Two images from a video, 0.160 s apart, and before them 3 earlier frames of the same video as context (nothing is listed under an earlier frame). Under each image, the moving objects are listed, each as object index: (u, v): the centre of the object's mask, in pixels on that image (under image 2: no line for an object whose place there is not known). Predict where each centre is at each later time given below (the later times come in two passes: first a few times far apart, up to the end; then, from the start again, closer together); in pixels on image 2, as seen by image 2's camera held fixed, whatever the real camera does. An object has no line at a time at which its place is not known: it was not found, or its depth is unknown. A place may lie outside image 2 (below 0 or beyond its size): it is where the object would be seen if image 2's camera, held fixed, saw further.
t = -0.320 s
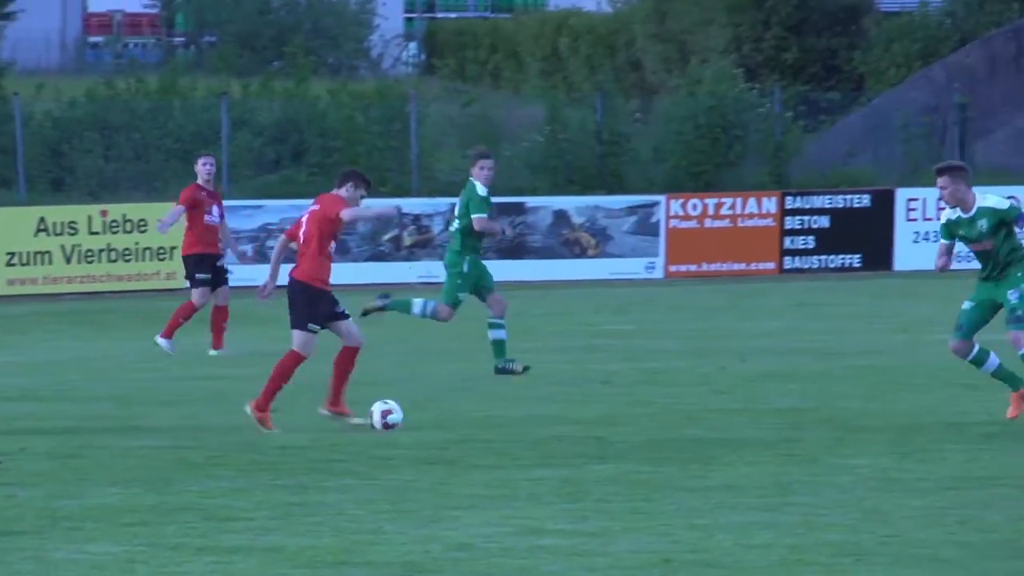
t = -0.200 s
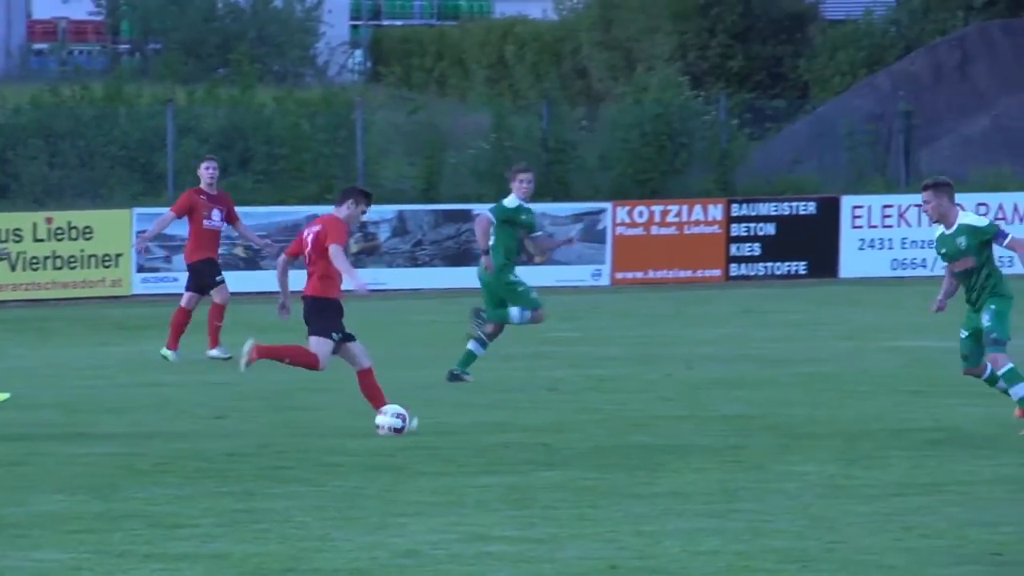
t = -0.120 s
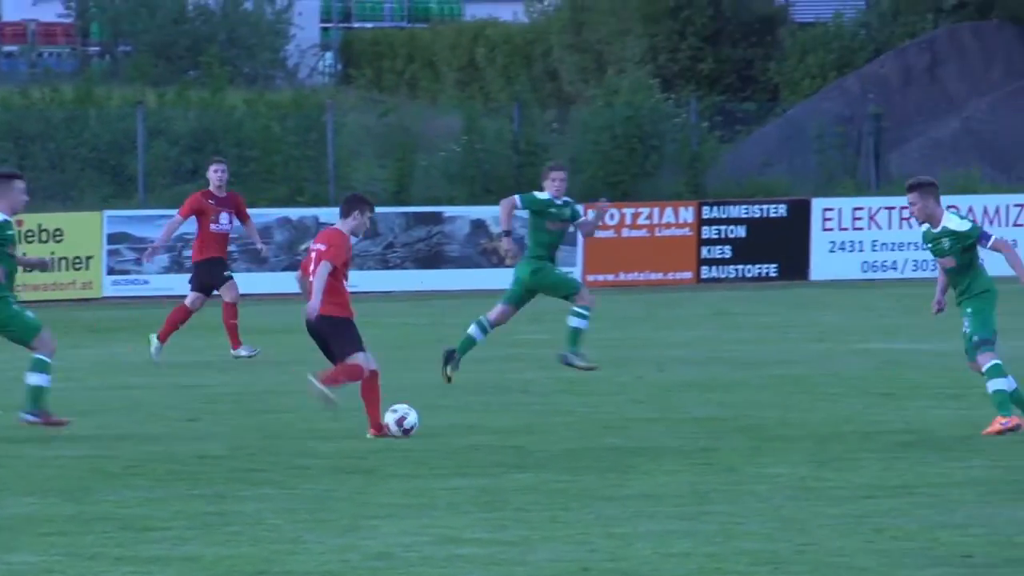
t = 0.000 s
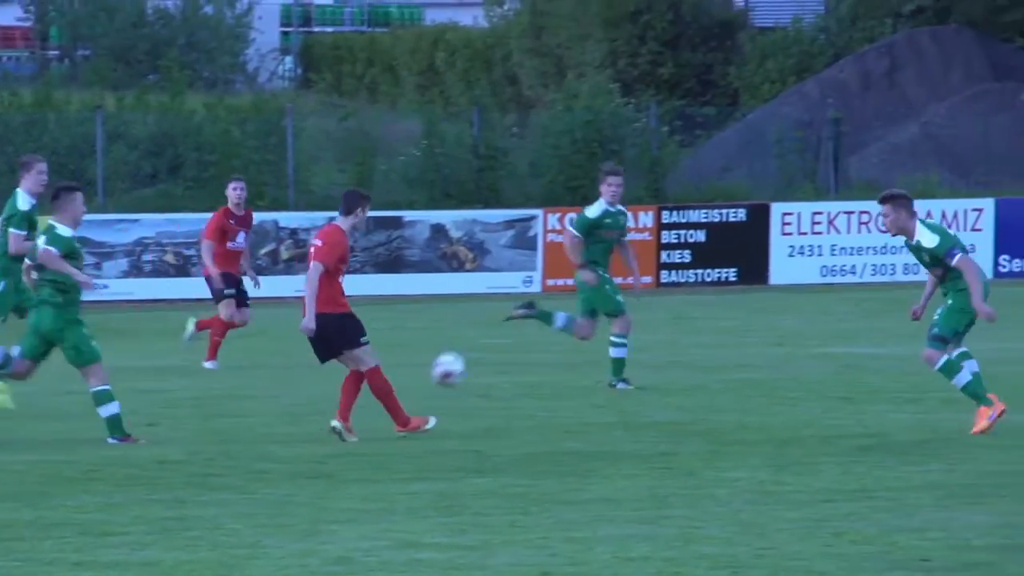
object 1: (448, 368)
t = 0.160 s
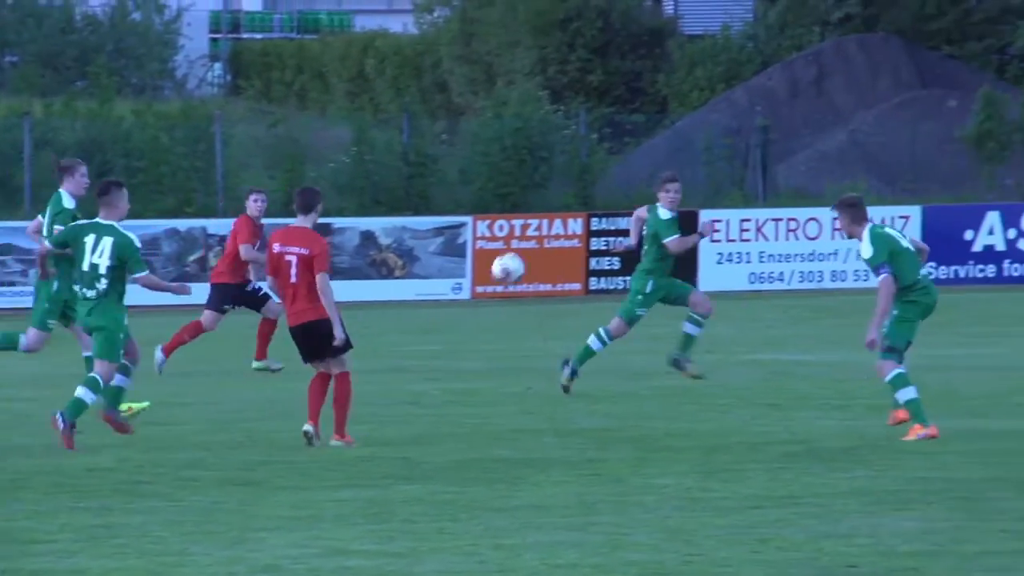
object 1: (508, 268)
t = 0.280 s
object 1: (591, 211)
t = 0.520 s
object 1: (725, 151)
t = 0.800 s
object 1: (844, 165)
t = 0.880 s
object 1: (871, 184)
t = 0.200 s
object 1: (537, 248)
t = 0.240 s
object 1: (563, 229)
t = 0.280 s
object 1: (591, 211)
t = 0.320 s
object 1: (615, 196)
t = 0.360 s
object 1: (639, 184)
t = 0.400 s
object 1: (662, 172)
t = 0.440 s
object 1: (684, 164)
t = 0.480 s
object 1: (705, 157)
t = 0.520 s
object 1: (725, 151)
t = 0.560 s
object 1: (744, 148)
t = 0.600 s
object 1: (763, 147)
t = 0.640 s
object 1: (780, 146)
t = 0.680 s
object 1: (796, 147)
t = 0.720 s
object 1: (812, 151)
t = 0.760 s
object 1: (828, 156)
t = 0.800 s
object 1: (844, 165)
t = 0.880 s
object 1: (871, 184)
